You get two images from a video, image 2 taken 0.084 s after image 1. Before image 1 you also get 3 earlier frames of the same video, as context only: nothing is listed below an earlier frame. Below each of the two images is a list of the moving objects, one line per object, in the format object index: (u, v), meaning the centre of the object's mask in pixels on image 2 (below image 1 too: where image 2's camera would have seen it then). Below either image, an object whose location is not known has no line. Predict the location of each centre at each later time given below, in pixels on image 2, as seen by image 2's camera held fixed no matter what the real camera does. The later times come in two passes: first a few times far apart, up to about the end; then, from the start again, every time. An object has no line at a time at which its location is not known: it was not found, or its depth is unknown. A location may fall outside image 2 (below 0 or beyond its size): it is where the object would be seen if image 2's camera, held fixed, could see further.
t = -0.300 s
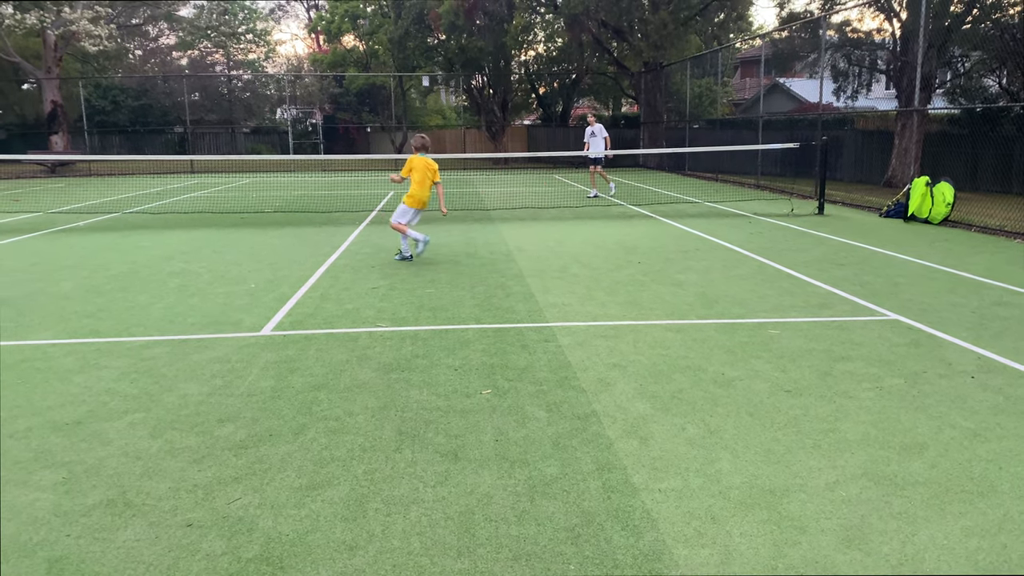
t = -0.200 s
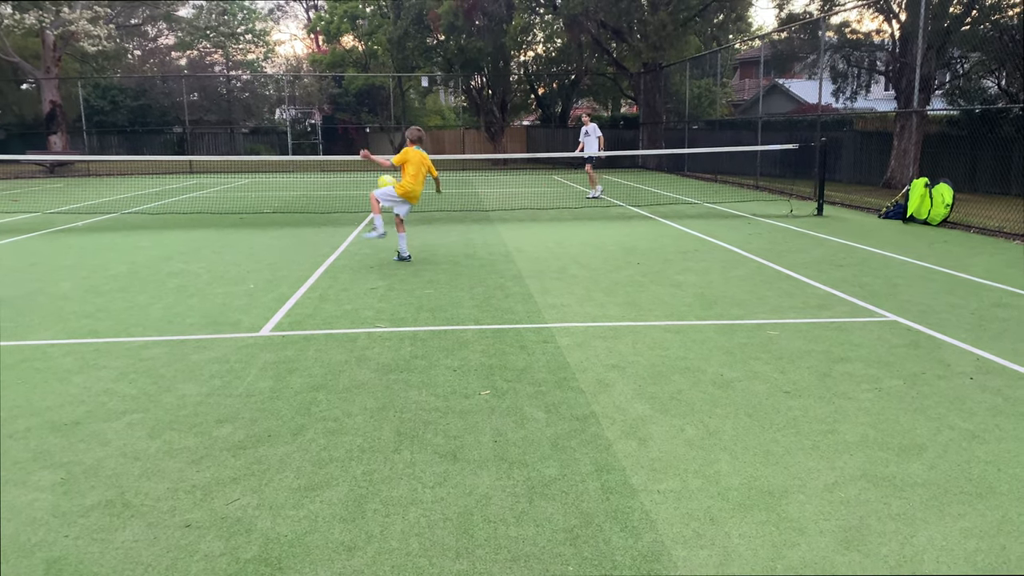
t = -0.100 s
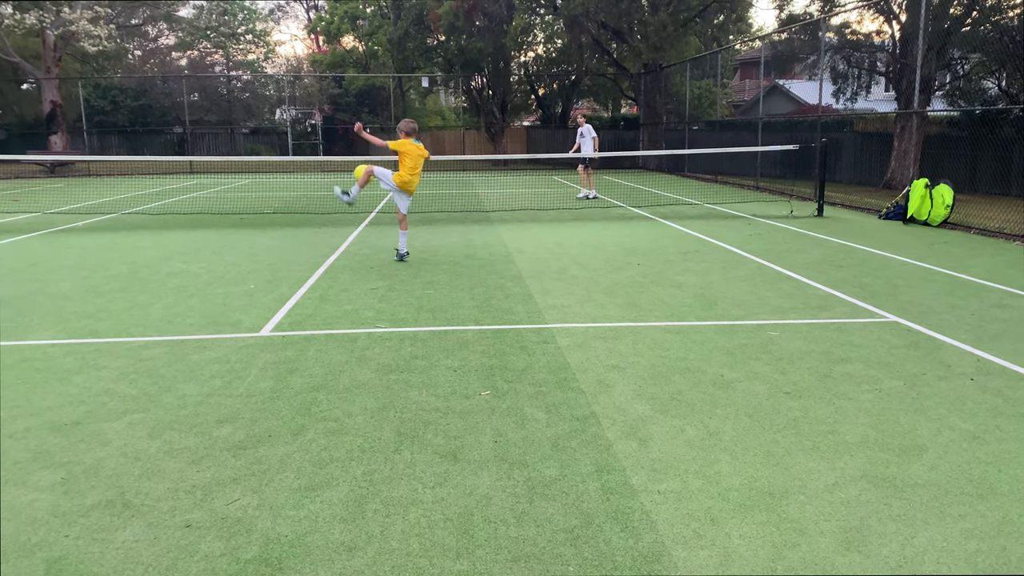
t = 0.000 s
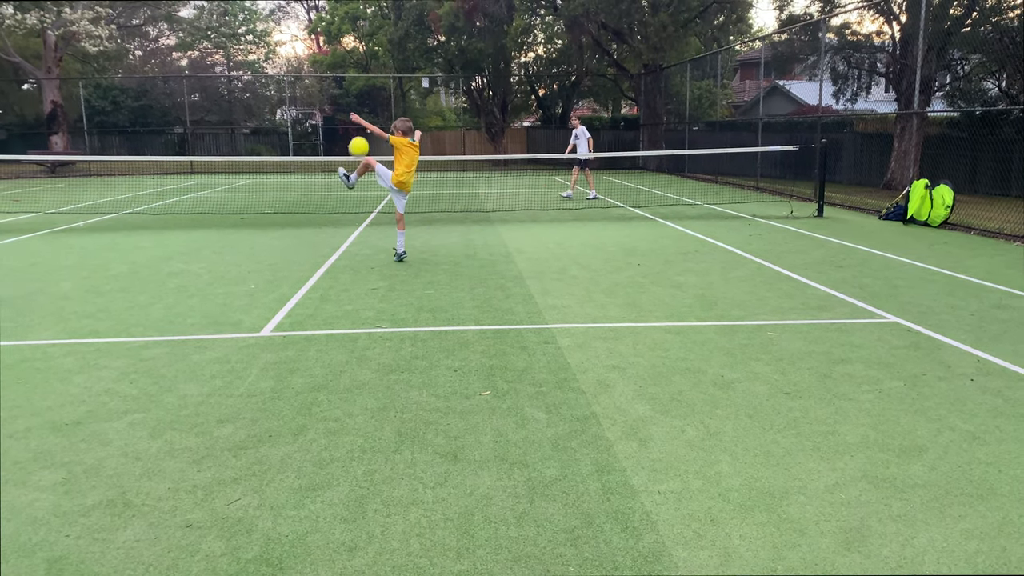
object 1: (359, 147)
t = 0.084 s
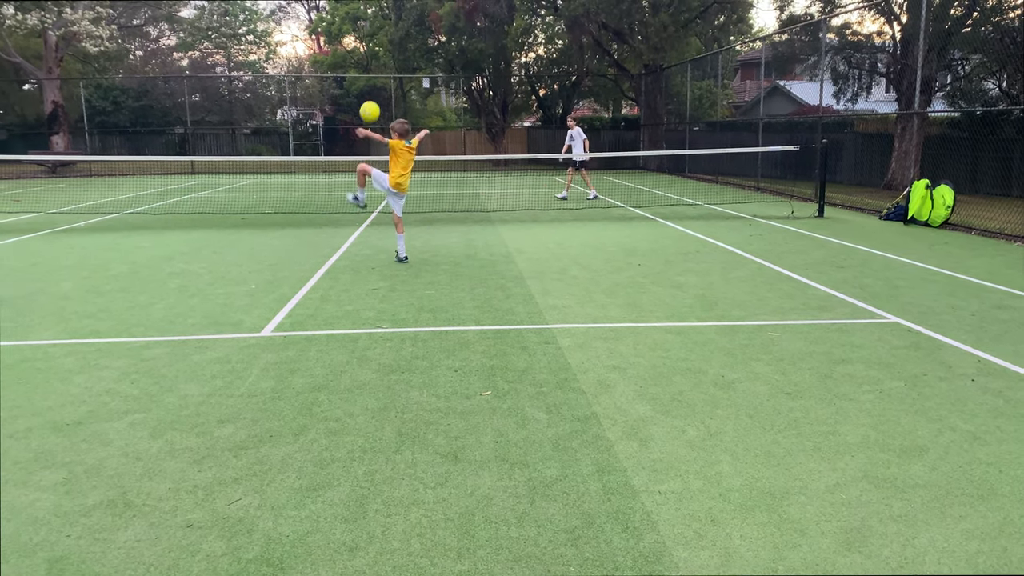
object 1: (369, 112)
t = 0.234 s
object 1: (389, 65)
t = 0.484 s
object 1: (422, 42)
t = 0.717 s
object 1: (454, 78)
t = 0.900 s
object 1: (479, 140)
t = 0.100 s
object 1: (371, 106)
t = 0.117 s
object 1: (374, 99)
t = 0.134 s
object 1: (376, 94)
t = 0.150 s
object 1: (378, 88)
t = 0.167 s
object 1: (380, 83)
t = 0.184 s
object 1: (382, 78)
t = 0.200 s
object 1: (384, 74)
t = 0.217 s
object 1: (387, 70)
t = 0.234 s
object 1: (389, 65)
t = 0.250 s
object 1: (391, 62)
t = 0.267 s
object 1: (393, 59)
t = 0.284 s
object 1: (395, 56)
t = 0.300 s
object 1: (398, 53)
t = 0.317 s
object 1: (400, 50)
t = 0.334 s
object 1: (402, 48)
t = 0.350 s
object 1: (404, 46)
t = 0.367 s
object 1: (407, 45)
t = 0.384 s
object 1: (409, 44)
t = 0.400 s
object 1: (411, 43)
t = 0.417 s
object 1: (413, 42)
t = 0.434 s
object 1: (415, 42)
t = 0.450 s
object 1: (418, 41)
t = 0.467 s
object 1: (420, 42)
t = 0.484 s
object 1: (422, 42)
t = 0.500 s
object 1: (424, 43)
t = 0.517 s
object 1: (427, 44)
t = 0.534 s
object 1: (429, 46)
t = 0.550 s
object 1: (431, 47)
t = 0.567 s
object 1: (434, 49)
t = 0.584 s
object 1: (436, 51)
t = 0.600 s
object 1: (438, 54)
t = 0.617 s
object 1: (441, 56)
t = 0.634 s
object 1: (443, 59)
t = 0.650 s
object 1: (445, 62)
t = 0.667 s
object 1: (448, 66)
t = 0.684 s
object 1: (450, 70)
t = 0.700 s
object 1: (452, 74)
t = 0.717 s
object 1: (454, 78)
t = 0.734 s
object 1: (457, 82)
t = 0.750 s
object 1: (459, 87)
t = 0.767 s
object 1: (461, 93)
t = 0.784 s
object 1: (464, 98)
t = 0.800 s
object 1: (466, 103)
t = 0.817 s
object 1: (468, 109)
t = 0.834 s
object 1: (470, 115)
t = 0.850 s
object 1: (473, 121)
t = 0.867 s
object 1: (475, 127)
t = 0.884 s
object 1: (477, 134)
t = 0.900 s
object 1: (479, 140)
